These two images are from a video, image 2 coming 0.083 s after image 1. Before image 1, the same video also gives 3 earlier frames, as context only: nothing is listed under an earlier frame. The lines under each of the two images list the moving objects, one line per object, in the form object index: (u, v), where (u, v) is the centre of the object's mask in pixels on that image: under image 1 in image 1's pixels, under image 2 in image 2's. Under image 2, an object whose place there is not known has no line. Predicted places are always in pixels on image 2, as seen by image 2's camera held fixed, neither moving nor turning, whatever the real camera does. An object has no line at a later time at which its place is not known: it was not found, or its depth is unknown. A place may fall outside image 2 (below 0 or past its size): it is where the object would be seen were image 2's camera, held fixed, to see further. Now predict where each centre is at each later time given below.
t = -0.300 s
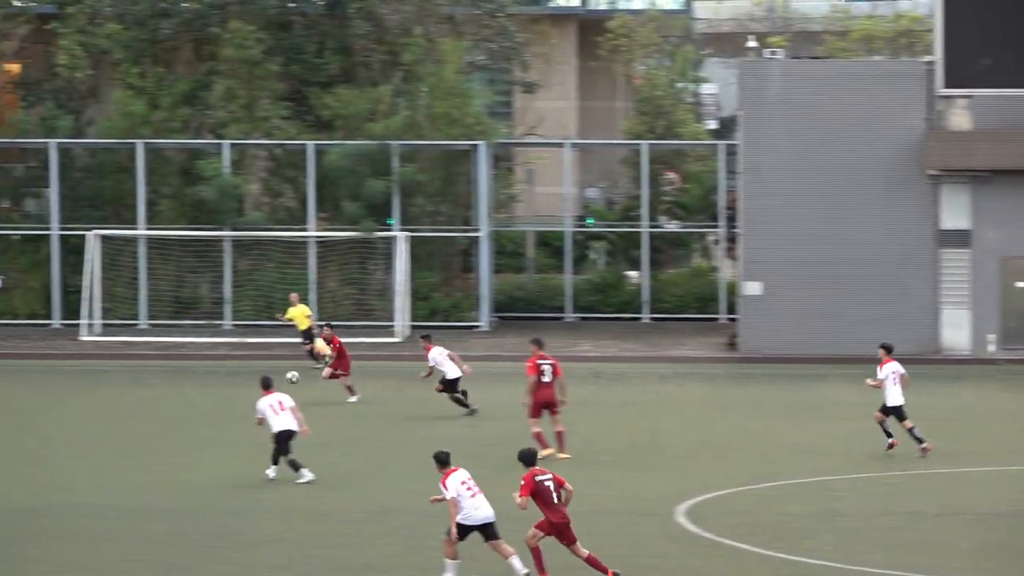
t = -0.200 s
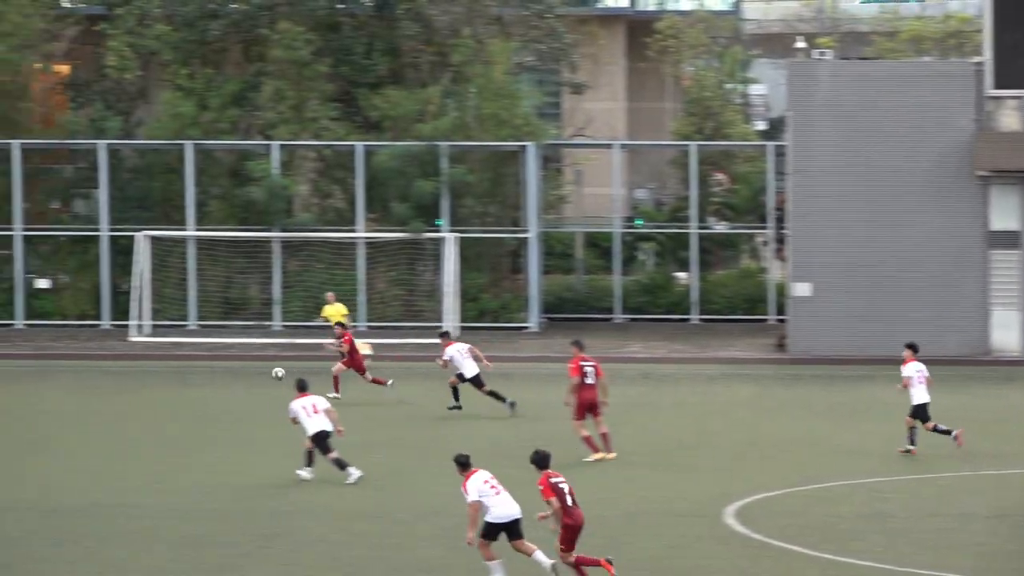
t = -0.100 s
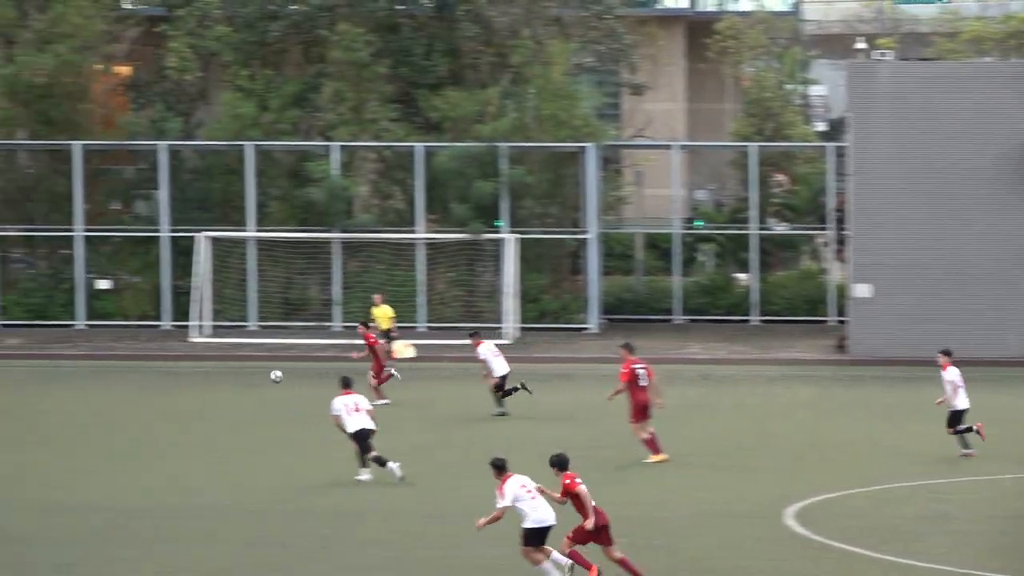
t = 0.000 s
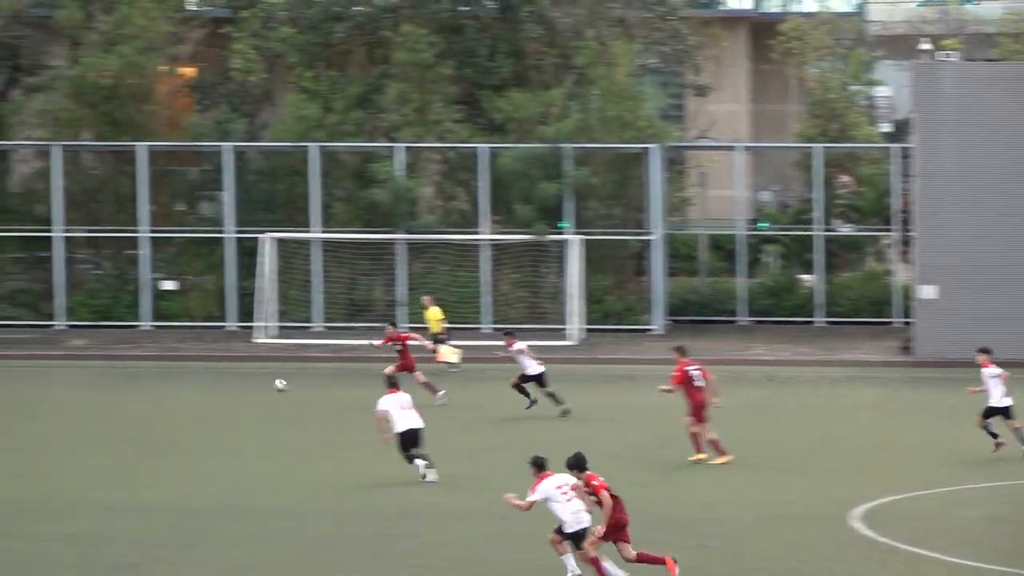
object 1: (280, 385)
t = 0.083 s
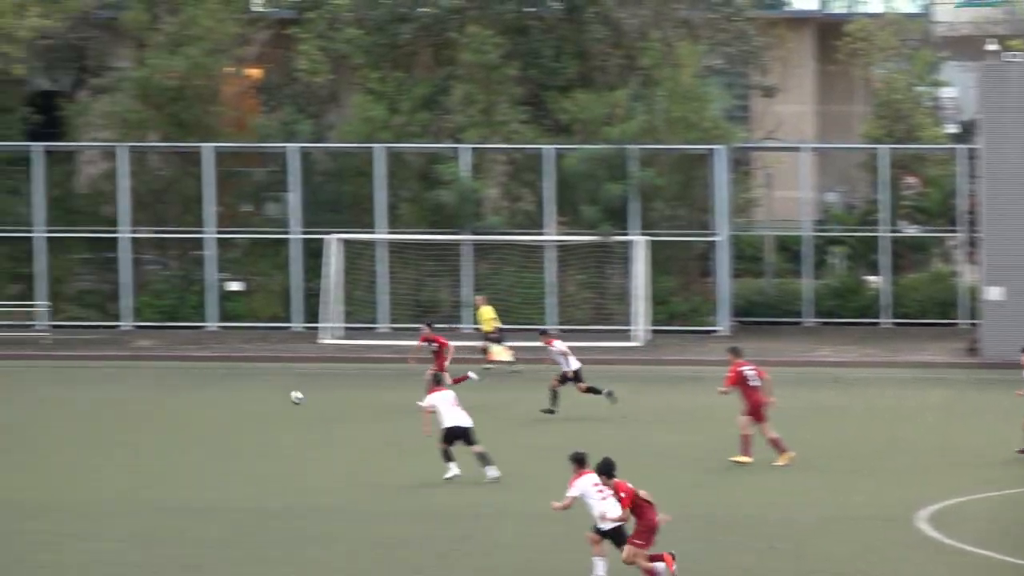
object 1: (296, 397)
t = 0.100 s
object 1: (285, 400)
